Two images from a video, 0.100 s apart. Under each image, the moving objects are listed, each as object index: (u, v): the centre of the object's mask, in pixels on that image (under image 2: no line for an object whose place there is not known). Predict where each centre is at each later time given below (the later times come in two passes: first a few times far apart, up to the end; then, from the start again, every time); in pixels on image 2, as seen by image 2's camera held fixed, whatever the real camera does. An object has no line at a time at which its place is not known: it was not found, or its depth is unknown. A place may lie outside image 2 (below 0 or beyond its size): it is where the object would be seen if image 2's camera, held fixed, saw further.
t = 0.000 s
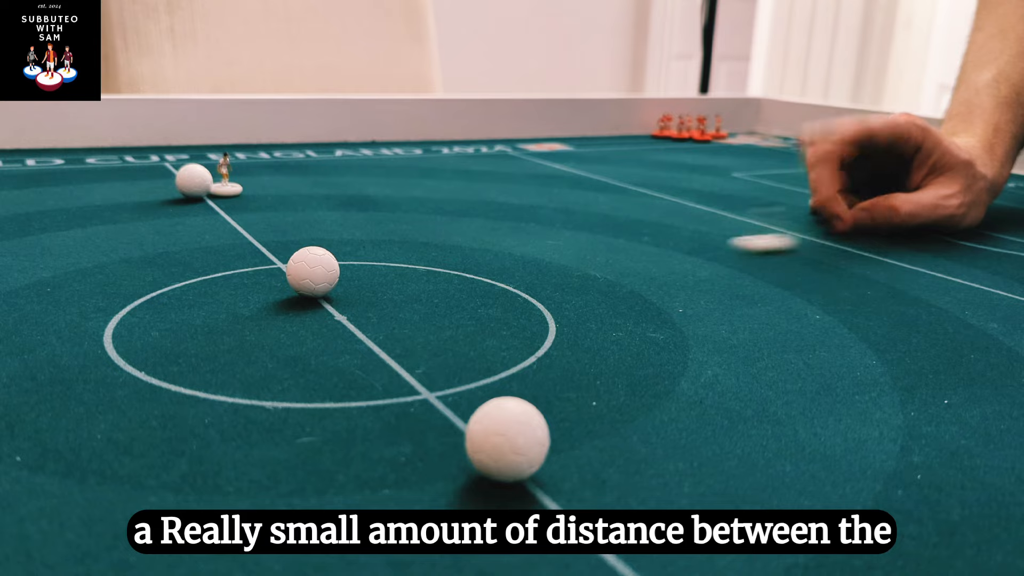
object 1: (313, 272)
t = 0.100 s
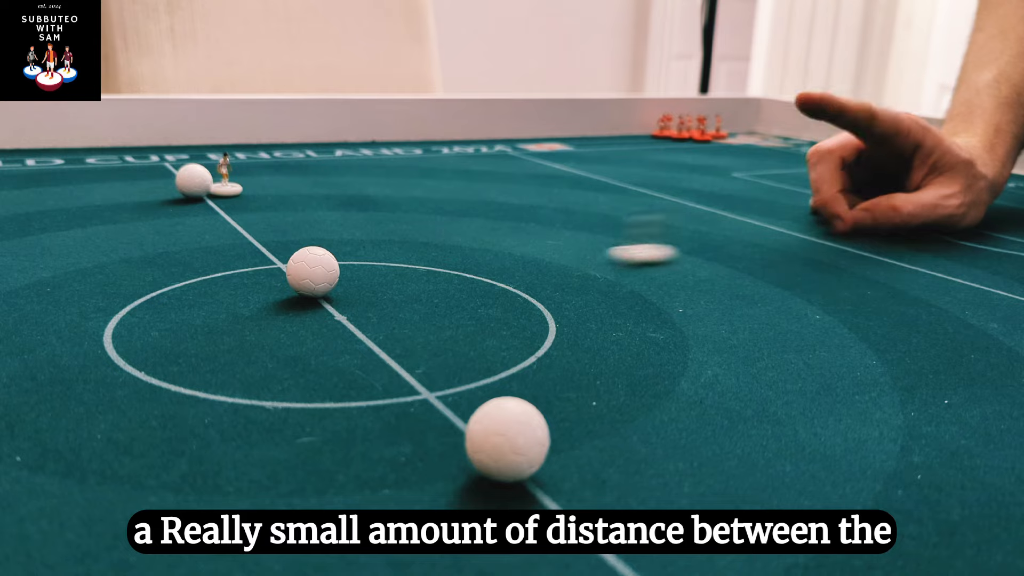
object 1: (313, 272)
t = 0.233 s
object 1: (313, 272)
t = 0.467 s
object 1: (300, 275)
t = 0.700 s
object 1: (287, 283)
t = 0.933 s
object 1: (286, 283)
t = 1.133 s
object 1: (285, 283)
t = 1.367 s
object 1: (285, 283)
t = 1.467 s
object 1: (287, 283)
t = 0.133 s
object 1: (313, 272)
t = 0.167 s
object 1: (313, 272)
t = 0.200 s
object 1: (313, 272)
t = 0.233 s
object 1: (313, 272)
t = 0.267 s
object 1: (313, 272)
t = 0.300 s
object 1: (313, 272)
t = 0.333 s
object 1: (313, 272)
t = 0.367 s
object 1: (313, 271)
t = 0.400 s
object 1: (312, 271)
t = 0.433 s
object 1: (306, 272)
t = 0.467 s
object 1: (300, 275)
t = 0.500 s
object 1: (297, 276)
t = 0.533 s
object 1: (295, 278)
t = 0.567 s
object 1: (292, 279)
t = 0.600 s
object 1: (290, 280)
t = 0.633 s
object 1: (289, 282)
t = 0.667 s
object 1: (288, 282)
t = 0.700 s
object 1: (287, 283)
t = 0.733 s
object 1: (283, 284)
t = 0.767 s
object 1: (282, 284)
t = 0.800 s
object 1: (282, 284)
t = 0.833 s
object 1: (282, 284)
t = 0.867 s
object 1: (285, 283)
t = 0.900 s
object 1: (286, 283)
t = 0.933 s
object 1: (286, 283)
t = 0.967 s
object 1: (287, 283)
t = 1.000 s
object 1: (287, 283)
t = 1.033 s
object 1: (287, 283)
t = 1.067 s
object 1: (285, 283)
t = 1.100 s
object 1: (287, 283)
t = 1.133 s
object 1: (285, 283)
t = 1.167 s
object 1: (287, 283)
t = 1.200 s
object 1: (287, 283)
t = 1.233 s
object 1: (287, 283)
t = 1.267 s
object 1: (287, 283)
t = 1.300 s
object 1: (287, 283)
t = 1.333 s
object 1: (287, 283)
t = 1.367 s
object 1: (285, 283)
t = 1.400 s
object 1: (287, 283)
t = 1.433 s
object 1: (285, 283)
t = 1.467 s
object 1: (287, 283)
